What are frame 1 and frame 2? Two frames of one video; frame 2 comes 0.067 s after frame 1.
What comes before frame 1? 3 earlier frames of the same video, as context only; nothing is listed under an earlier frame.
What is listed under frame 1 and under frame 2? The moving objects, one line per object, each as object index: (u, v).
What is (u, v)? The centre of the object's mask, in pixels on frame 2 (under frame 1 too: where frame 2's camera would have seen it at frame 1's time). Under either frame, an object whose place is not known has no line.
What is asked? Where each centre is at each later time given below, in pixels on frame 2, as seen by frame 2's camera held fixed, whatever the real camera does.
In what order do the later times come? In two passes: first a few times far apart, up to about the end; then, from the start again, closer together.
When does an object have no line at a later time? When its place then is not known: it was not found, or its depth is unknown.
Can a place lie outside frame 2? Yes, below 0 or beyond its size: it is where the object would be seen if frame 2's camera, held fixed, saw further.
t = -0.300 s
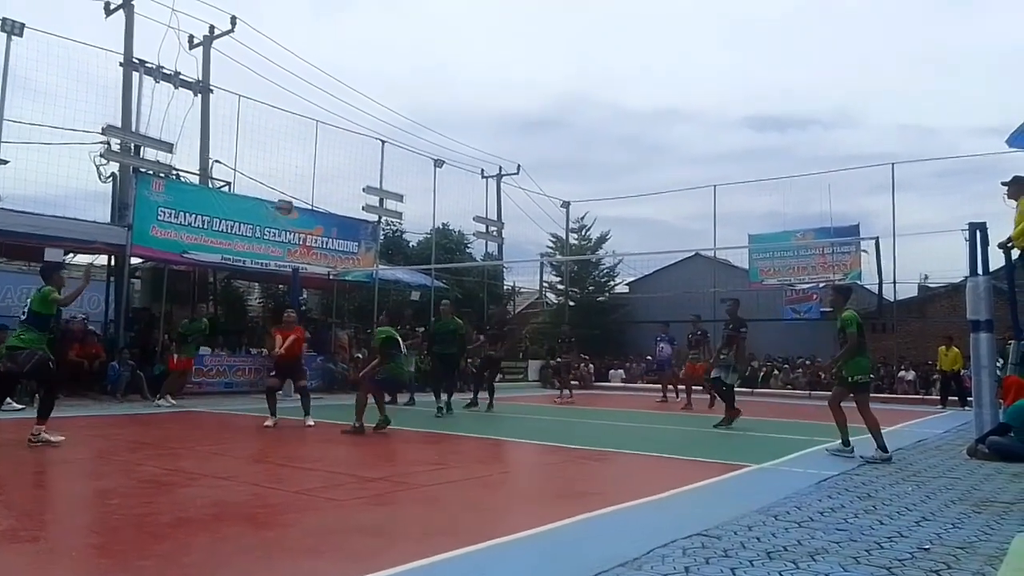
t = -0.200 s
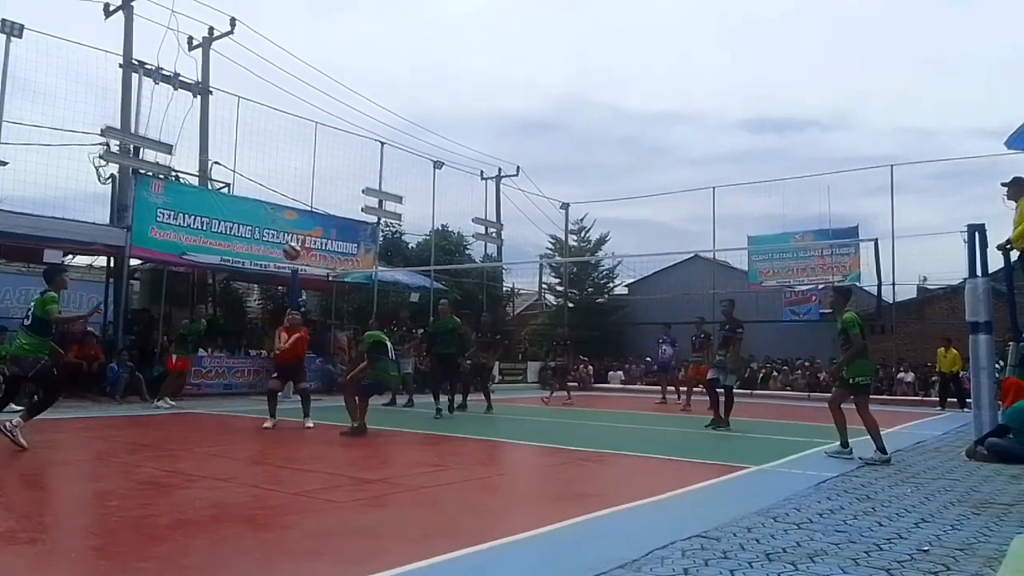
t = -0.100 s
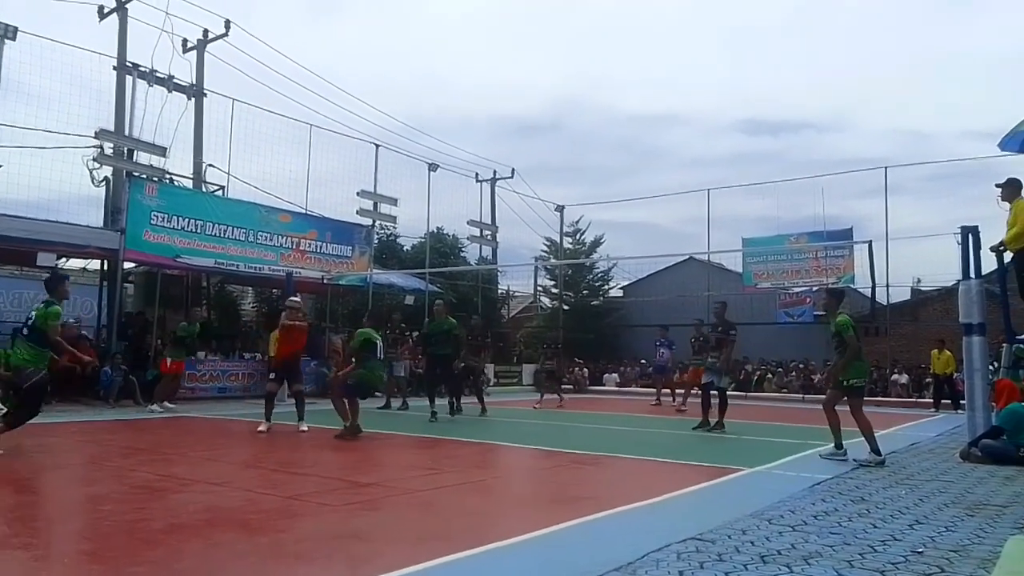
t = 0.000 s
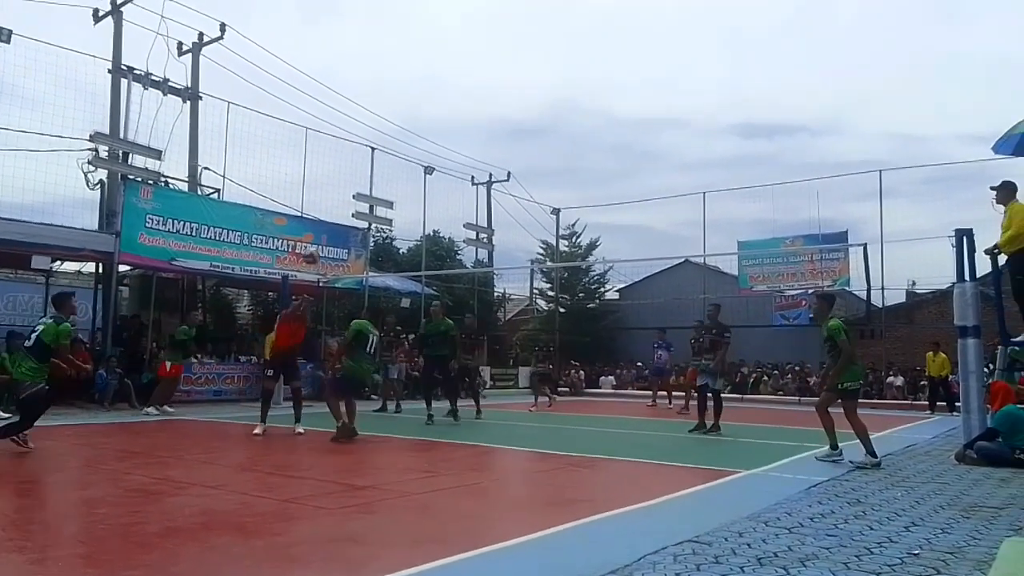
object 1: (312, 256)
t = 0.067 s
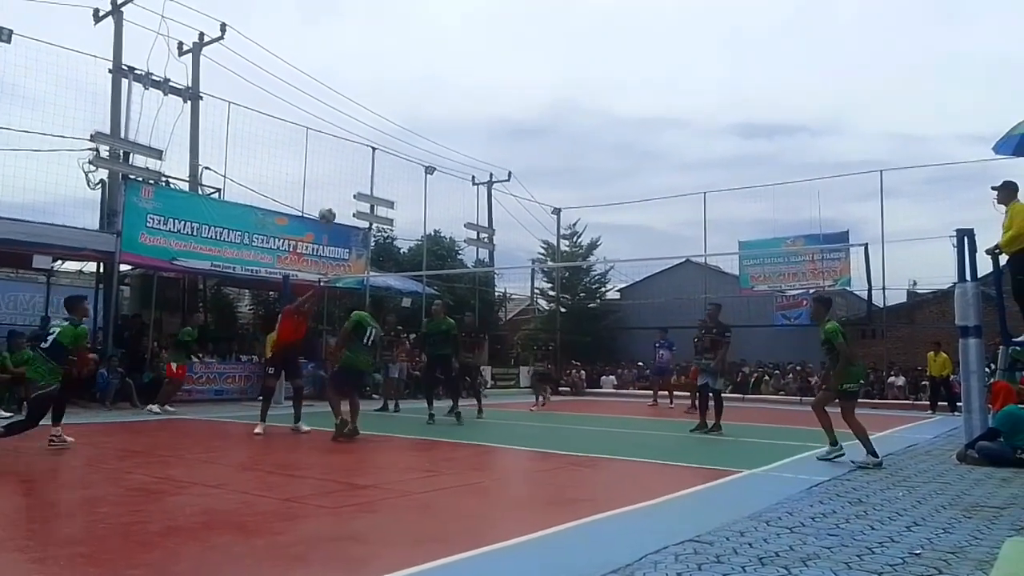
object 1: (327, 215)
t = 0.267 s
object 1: (371, 118)
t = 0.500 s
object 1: (418, 47)
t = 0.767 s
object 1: (468, 16)
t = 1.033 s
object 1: (514, 37)
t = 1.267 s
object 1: (550, 98)
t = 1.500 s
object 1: (583, 197)
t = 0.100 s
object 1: (334, 197)
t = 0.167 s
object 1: (349, 162)
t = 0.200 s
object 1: (356, 147)
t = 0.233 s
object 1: (363, 132)
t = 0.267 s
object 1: (371, 118)
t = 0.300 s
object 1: (377, 105)
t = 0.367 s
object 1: (391, 82)
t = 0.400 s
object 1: (398, 72)
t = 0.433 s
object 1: (405, 62)
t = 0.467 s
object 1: (411, 54)
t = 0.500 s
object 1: (418, 47)
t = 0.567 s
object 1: (431, 34)
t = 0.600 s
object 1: (437, 29)
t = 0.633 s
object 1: (443, 24)
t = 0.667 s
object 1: (450, 21)
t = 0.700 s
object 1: (456, 18)
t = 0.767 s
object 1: (468, 16)
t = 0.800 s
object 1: (473, 16)
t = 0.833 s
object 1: (480, 16)
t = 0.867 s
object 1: (485, 18)
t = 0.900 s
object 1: (491, 20)
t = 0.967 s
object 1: (502, 27)
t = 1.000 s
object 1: (508, 32)
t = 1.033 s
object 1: (514, 37)
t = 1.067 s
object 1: (519, 44)
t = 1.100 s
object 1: (525, 51)
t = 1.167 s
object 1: (535, 67)
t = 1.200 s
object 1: (540, 76)
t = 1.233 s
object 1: (545, 87)
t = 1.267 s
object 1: (550, 98)
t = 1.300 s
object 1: (555, 110)
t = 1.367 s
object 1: (565, 136)
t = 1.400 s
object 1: (570, 150)
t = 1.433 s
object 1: (574, 165)
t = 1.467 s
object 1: (579, 181)
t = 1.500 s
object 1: (583, 197)
